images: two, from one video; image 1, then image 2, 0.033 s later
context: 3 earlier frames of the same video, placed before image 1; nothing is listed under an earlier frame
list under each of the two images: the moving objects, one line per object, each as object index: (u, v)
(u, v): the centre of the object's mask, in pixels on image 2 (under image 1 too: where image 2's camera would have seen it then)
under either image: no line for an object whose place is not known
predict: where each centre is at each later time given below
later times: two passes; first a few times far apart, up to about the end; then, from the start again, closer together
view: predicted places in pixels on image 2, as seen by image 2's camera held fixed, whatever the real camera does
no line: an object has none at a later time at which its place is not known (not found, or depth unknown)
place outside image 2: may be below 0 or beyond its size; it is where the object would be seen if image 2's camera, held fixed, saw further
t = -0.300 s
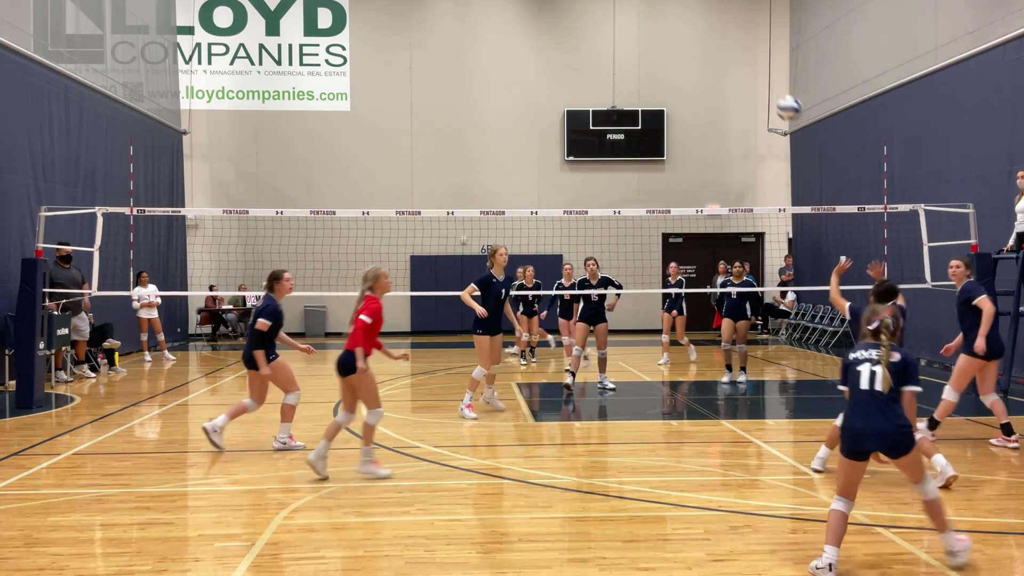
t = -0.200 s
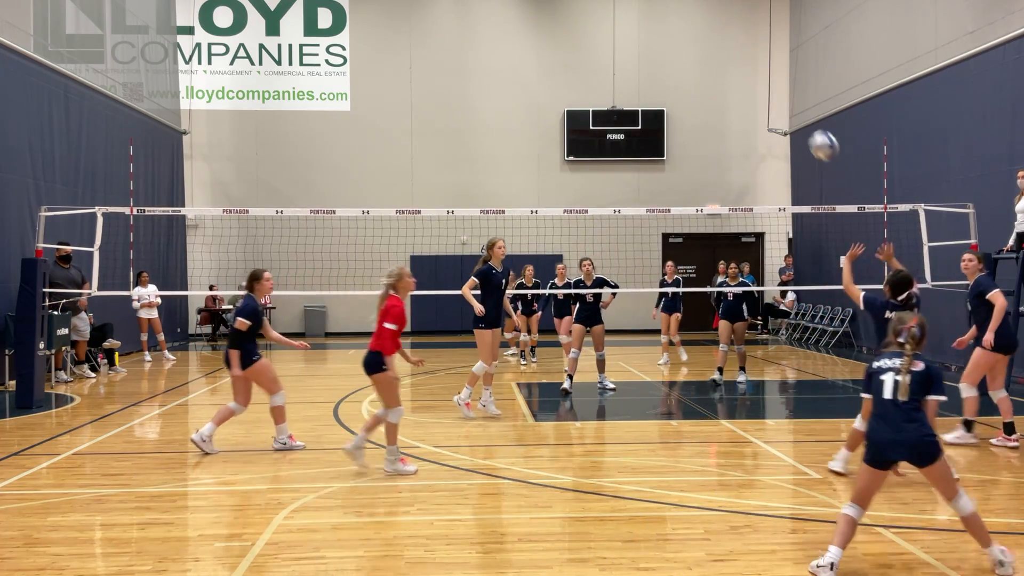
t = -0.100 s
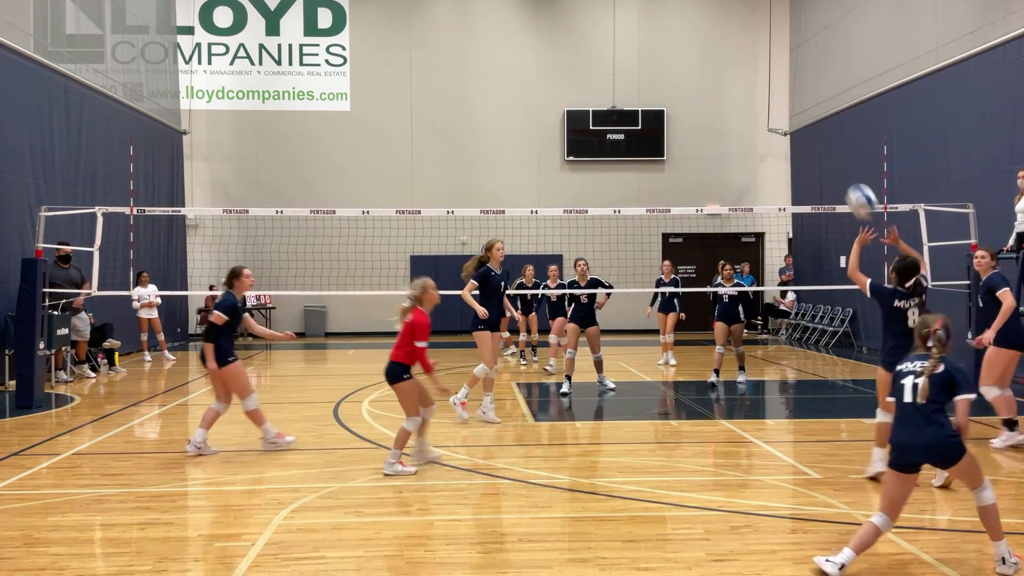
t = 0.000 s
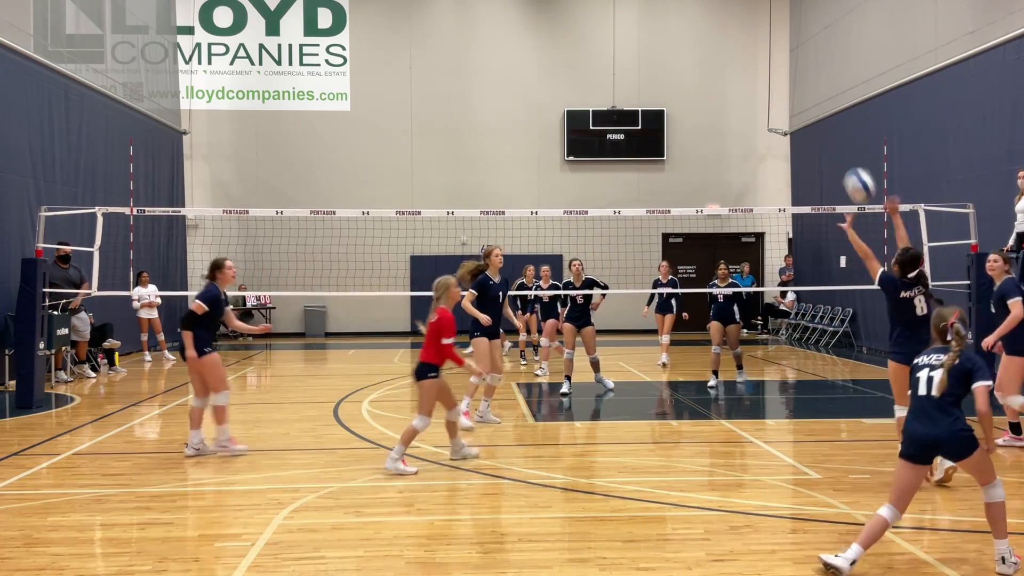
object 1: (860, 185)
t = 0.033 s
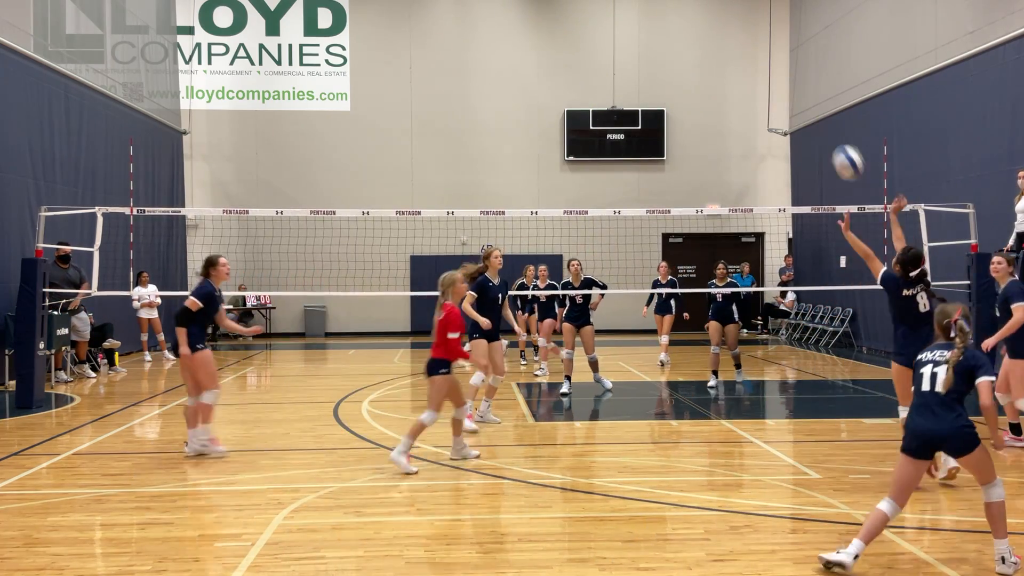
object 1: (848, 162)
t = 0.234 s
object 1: (783, 59)
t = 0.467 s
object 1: (716, 13)
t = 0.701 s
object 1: (658, 33)
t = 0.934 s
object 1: (606, 112)
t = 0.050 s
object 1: (842, 151)
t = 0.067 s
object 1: (836, 141)
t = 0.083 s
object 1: (831, 131)
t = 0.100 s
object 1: (825, 121)
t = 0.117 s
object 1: (820, 112)
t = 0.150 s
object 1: (809, 94)
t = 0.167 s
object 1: (804, 87)
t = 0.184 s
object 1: (798, 79)
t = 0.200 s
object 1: (793, 72)
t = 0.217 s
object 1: (788, 65)
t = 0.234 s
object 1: (783, 59)
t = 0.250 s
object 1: (778, 53)
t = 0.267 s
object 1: (773, 48)
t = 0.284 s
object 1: (768, 42)
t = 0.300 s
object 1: (763, 38)
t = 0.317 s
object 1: (758, 33)
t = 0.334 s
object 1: (753, 30)
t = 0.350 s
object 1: (748, 26)
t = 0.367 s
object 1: (744, 24)
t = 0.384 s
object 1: (739, 21)
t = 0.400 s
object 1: (734, 19)
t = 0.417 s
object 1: (730, 17)
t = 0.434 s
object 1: (725, 15)
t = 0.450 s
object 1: (721, 14)
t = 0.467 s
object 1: (716, 13)
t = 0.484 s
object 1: (712, 13)
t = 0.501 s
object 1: (708, 12)
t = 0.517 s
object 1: (703, 13)
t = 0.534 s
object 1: (699, 13)
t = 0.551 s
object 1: (695, 13)
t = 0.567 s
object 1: (691, 14)
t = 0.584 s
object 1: (686, 16)
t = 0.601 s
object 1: (682, 17)
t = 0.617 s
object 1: (678, 19)
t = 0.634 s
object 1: (674, 22)
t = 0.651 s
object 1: (670, 24)
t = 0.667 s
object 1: (666, 27)
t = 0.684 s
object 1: (662, 30)
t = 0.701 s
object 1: (658, 33)
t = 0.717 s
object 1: (654, 37)
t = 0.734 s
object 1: (650, 41)
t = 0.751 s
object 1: (646, 46)
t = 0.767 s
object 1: (642, 50)
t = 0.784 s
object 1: (638, 56)
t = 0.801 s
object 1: (635, 61)
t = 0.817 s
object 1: (631, 66)
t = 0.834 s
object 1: (627, 72)
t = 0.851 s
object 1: (623, 78)
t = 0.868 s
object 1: (620, 85)
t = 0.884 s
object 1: (616, 91)
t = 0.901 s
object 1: (613, 98)
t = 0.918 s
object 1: (609, 105)
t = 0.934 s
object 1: (606, 112)
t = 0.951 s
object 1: (603, 119)
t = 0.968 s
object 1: (599, 127)
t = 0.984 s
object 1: (595, 135)
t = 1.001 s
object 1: (592, 143)
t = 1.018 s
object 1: (589, 150)
